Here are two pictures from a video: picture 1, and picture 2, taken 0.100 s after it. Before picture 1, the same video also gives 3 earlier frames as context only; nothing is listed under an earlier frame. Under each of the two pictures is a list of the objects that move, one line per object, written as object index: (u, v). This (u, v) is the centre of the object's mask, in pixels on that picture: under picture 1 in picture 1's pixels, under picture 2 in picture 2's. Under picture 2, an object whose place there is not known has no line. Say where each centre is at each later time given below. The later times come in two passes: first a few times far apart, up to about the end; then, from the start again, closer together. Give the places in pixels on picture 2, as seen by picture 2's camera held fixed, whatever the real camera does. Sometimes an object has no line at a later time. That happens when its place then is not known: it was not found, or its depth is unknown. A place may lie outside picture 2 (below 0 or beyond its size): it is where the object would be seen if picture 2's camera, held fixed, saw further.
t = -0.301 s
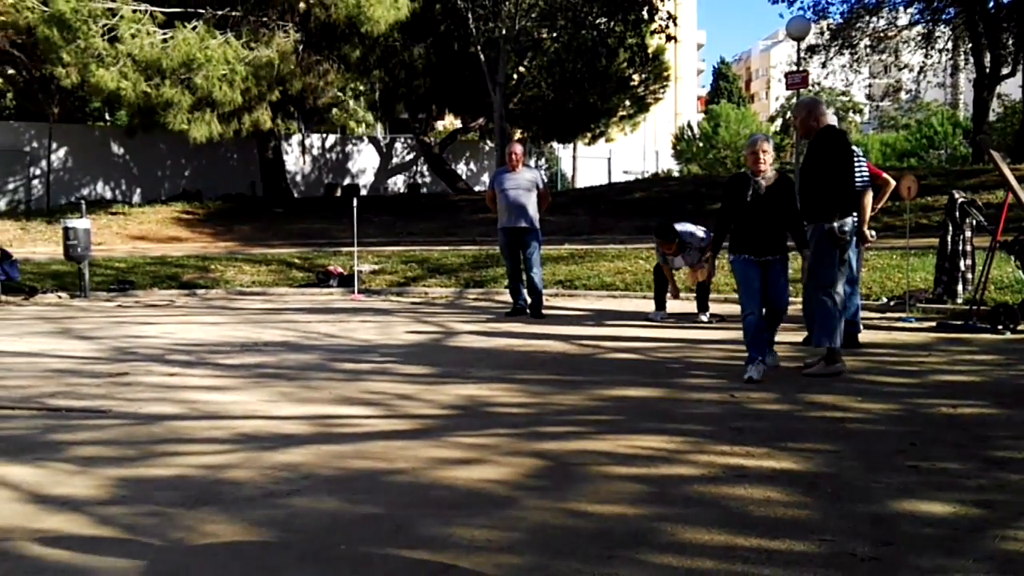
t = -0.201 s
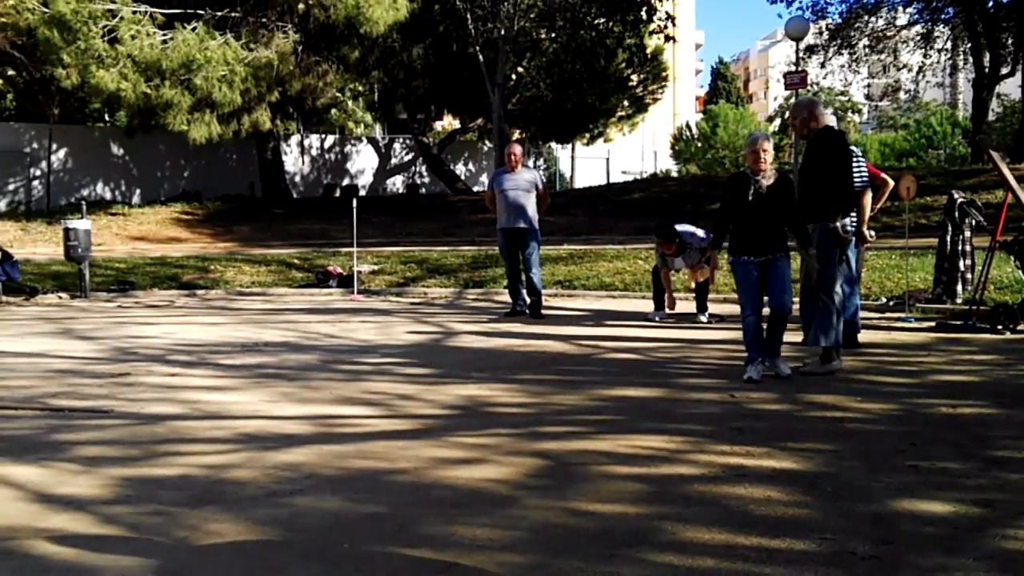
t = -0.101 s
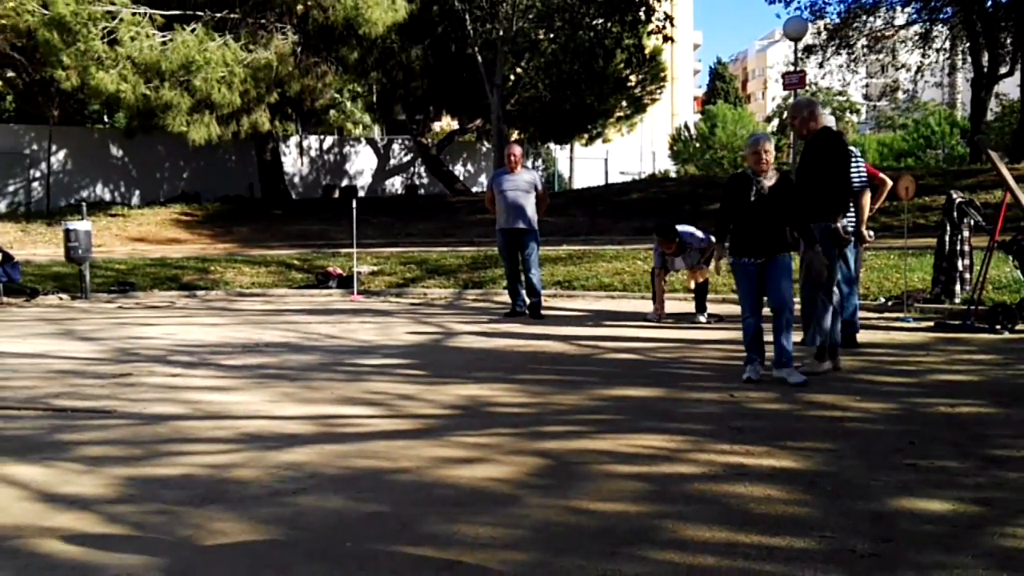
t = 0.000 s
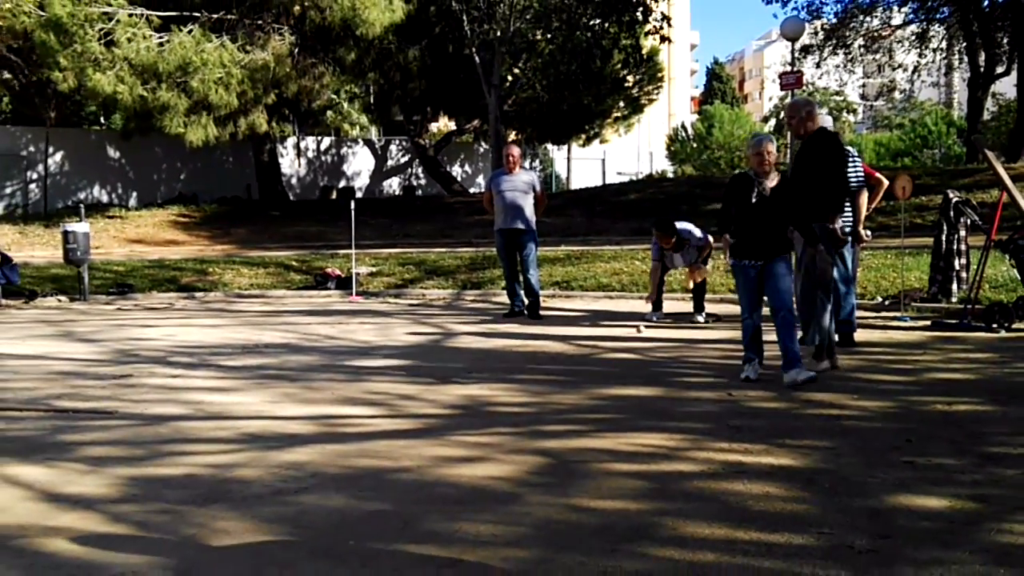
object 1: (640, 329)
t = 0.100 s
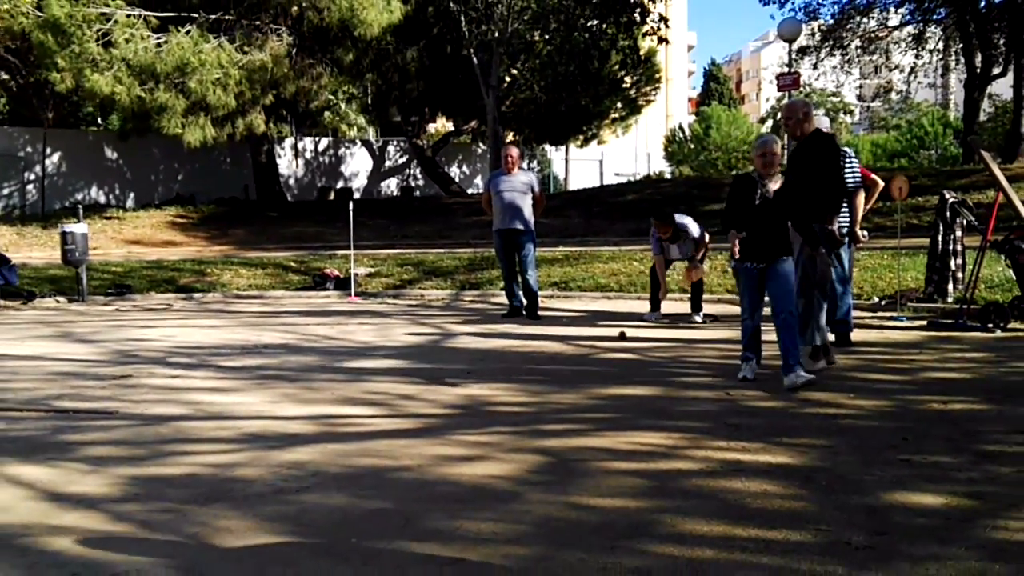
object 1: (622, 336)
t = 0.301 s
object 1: (591, 346)
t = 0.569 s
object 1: (546, 360)
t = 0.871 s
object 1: (491, 380)
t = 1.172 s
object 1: (427, 400)
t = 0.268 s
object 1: (596, 345)
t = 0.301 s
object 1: (591, 346)
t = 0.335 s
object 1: (585, 348)
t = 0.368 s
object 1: (580, 351)
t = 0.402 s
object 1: (575, 352)
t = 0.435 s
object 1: (570, 355)
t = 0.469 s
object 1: (564, 357)
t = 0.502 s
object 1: (559, 356)
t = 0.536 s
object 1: (554, 358)
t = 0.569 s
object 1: (546, 360)
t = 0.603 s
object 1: (541, 365)
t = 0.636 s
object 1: (534, 367)
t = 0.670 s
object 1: (528, 368)
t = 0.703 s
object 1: (522, 370)
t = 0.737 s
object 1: (516, 371)
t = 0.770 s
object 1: (510, 374)
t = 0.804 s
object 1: (504, 376)
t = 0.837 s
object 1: (498, 378)
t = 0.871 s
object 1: (491, 380)
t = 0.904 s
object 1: (483, 383)
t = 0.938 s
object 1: (477, 383)
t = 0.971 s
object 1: (471, 384)
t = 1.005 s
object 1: (464, 387)
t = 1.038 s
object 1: (457, 389)
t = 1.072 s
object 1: (450, 392)
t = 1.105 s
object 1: (443, 395)
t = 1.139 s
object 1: (436, 399)
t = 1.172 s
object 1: (427, 400)
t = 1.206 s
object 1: (419, 403)
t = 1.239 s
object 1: (412, 405)
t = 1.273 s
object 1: (406, 407)
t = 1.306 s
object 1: (398, 409)
